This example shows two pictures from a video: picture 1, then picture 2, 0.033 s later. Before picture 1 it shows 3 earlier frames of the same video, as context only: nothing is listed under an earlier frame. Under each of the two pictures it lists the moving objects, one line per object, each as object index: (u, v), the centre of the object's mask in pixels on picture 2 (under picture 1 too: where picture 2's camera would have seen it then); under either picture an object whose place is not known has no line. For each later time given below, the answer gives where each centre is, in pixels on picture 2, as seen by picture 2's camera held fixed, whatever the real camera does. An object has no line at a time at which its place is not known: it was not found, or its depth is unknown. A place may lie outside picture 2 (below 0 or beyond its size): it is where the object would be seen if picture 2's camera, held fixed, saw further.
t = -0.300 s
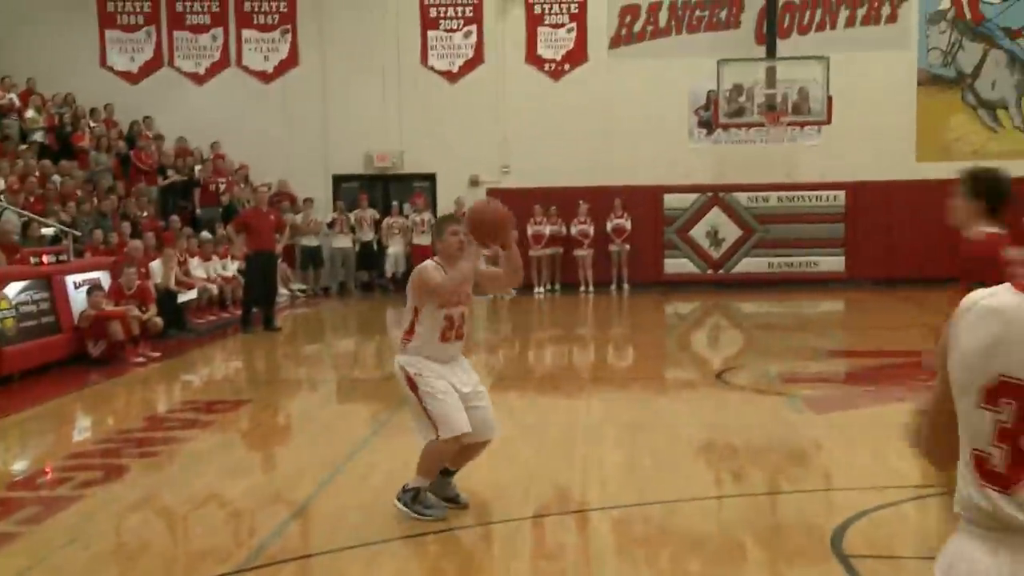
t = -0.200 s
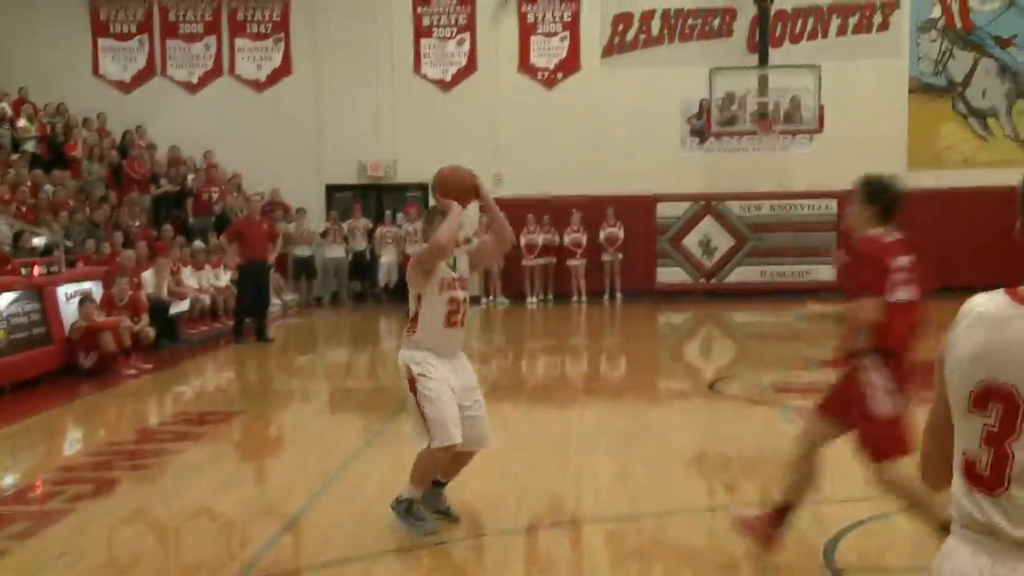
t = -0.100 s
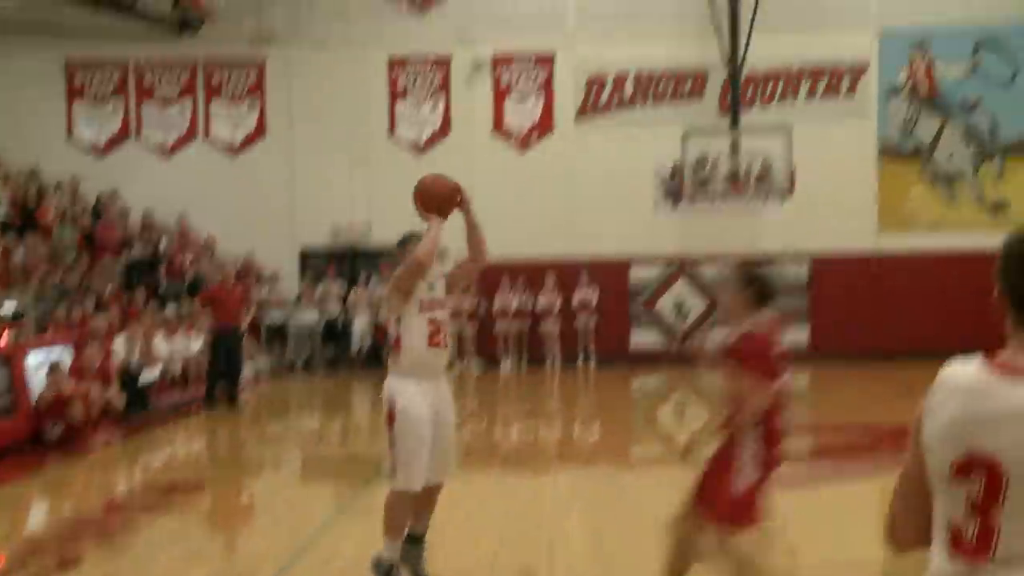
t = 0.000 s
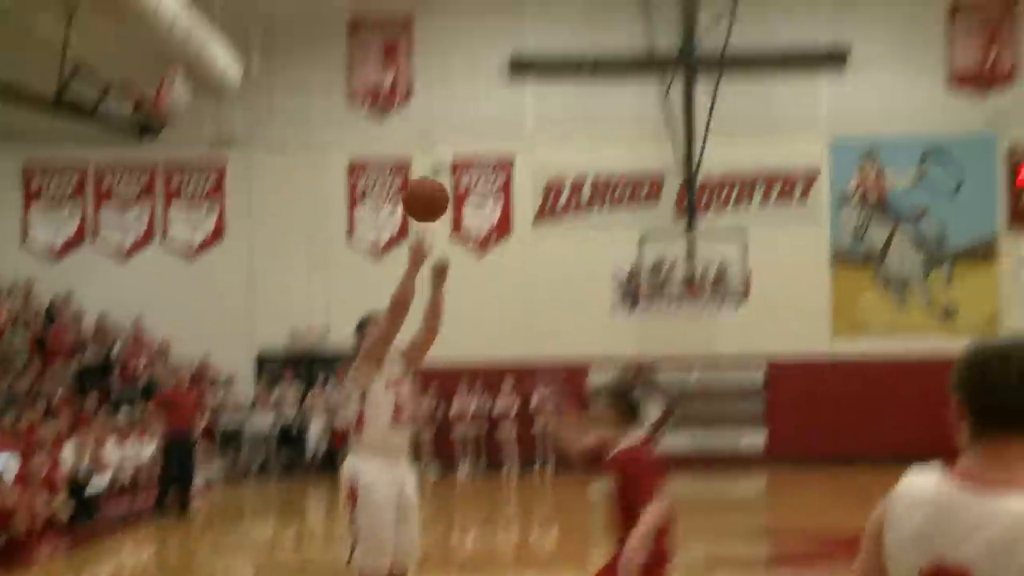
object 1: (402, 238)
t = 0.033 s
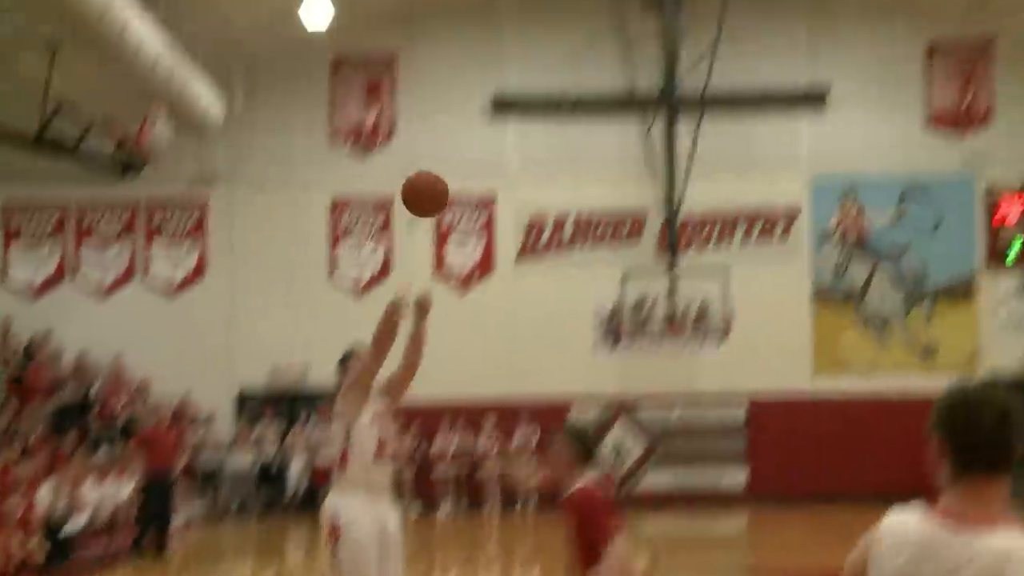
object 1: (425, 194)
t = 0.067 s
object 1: (444, 151)
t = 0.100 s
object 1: (462, 110)
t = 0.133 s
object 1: (482, 69)
